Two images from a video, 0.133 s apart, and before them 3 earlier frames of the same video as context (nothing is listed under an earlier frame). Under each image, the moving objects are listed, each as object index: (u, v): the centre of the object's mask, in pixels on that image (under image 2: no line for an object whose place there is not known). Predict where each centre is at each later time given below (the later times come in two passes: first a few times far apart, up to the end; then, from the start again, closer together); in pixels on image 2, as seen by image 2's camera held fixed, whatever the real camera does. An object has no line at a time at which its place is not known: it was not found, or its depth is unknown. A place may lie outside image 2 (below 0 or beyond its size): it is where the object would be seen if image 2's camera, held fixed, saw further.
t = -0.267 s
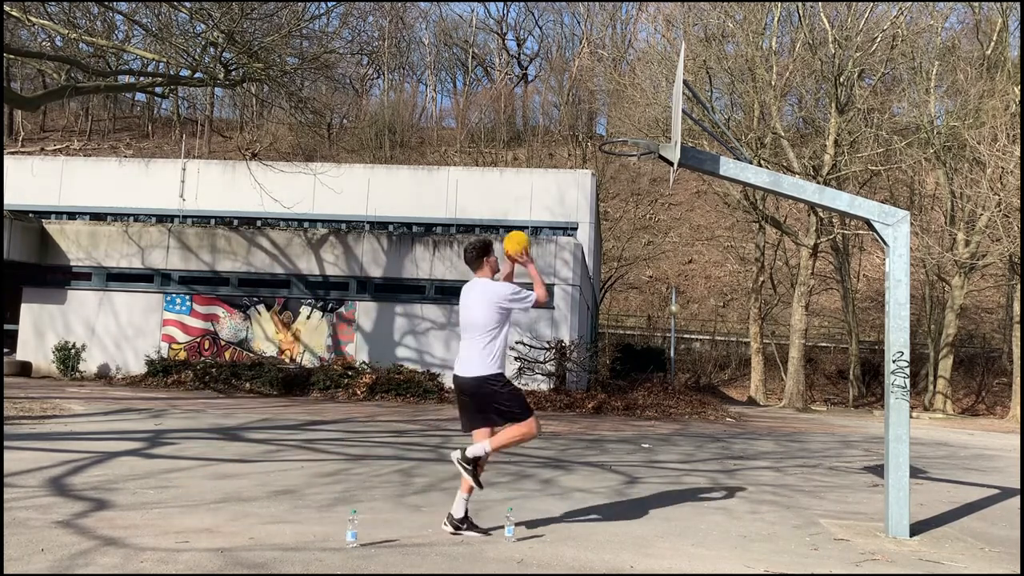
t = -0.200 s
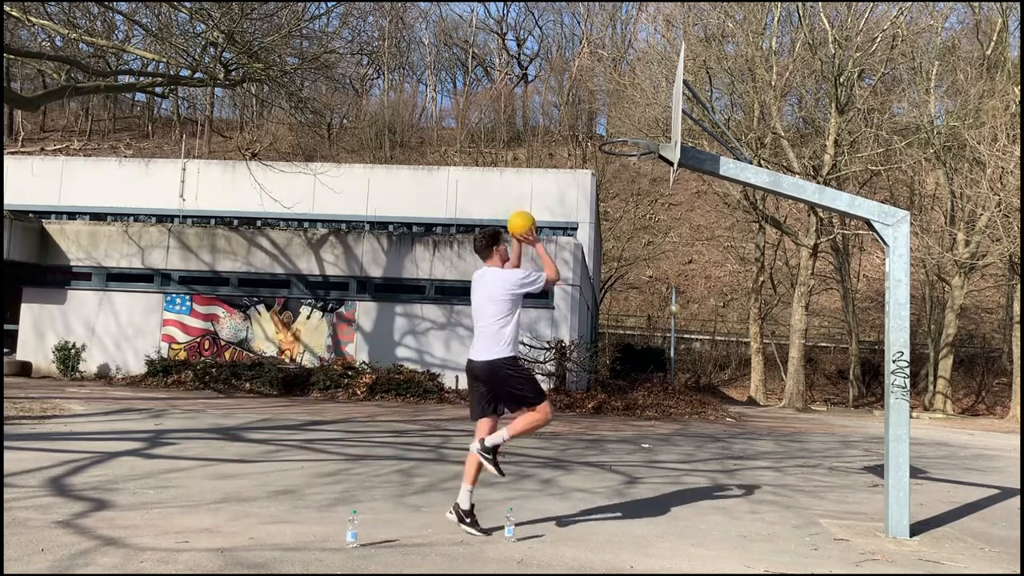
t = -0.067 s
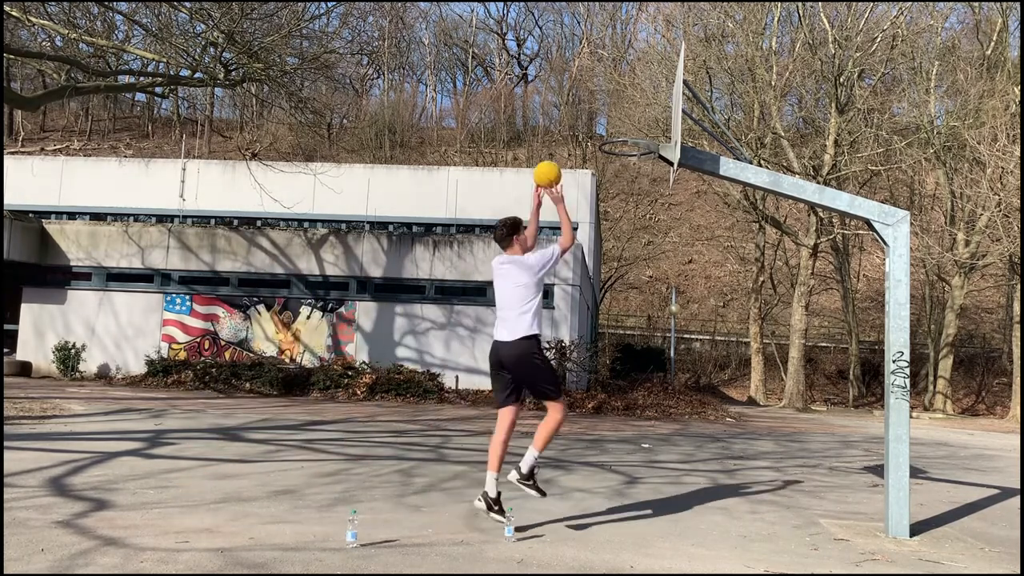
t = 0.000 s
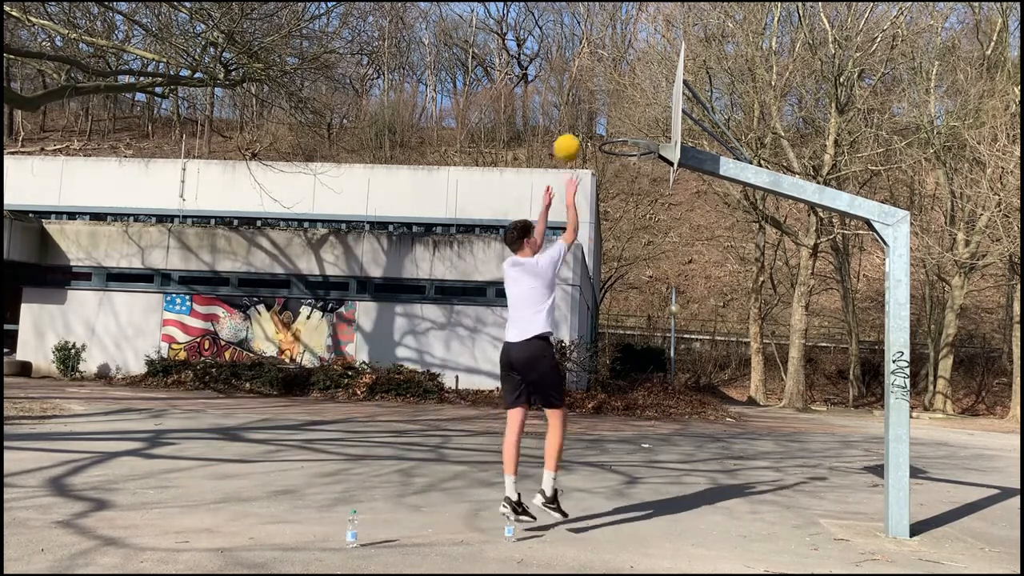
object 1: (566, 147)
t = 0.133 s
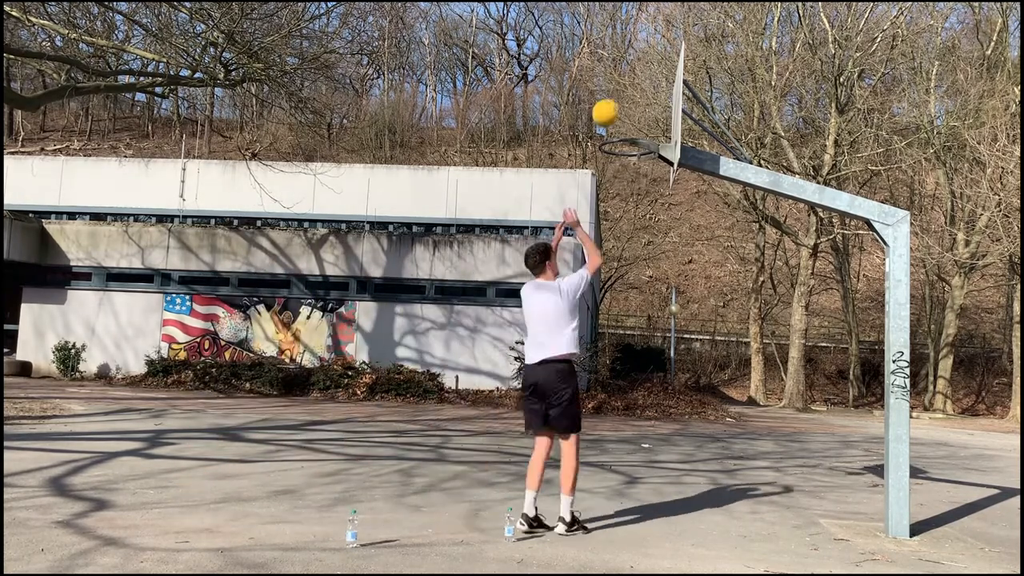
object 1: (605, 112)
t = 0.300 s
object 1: (649, 102)
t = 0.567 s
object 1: (619, 144)
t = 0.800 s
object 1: (630, 200)
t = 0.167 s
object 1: (614, 107)
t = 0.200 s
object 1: (623, 104)
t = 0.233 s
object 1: (632, 102)
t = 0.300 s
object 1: (649, 102)
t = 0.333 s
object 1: (657, 104)
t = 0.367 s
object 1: (664, 107)
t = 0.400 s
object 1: (658, 110)
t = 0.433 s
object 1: (650, 115)
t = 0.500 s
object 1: (635, 127)
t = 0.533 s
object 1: (626, 135)
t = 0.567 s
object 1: (619, 144)
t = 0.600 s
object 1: (614, 155)
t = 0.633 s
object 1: (614, 163)
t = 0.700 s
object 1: (619, 177)
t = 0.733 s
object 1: (622, 183)
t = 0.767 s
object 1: (626, 191)
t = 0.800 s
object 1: (630, 200)
